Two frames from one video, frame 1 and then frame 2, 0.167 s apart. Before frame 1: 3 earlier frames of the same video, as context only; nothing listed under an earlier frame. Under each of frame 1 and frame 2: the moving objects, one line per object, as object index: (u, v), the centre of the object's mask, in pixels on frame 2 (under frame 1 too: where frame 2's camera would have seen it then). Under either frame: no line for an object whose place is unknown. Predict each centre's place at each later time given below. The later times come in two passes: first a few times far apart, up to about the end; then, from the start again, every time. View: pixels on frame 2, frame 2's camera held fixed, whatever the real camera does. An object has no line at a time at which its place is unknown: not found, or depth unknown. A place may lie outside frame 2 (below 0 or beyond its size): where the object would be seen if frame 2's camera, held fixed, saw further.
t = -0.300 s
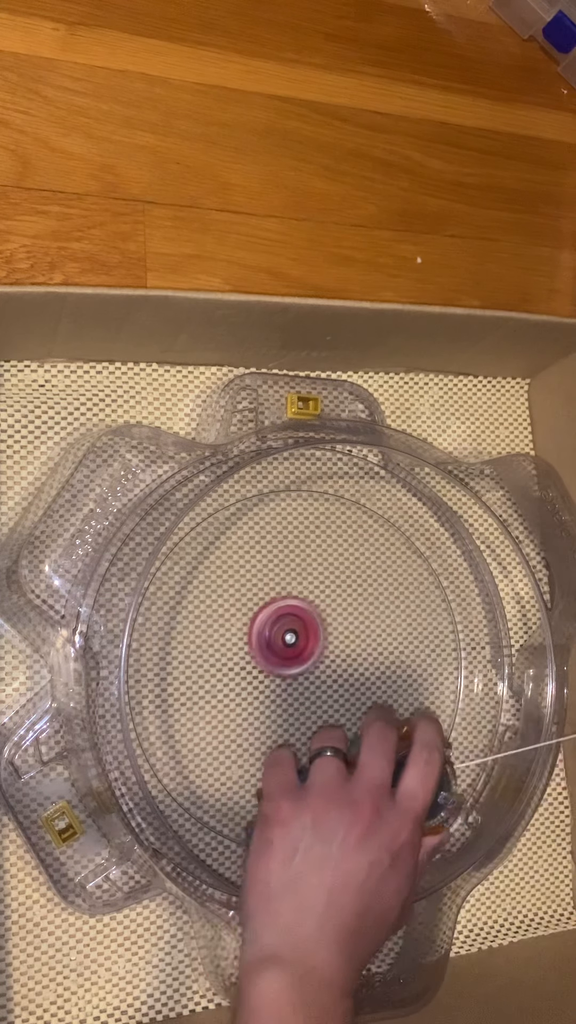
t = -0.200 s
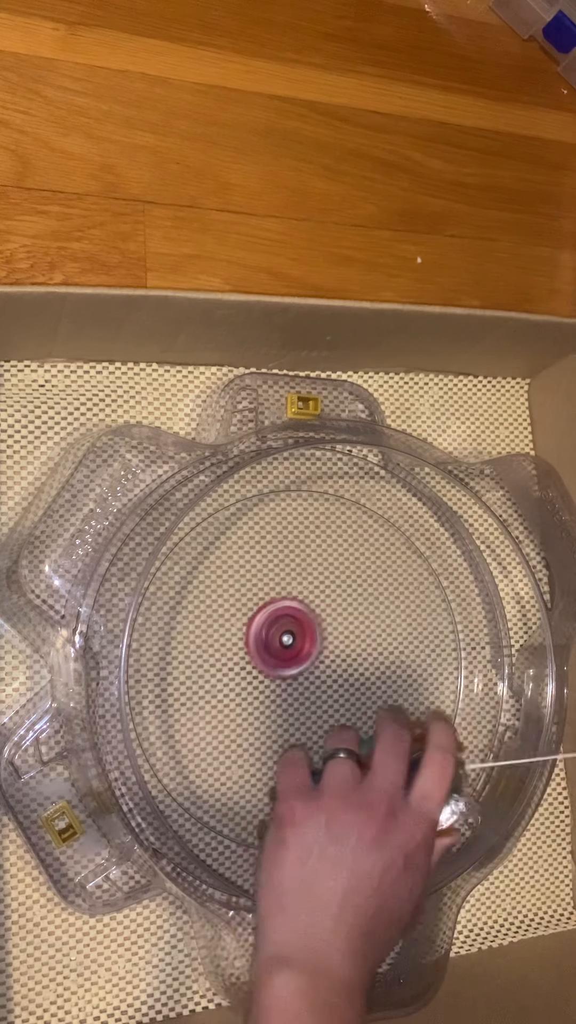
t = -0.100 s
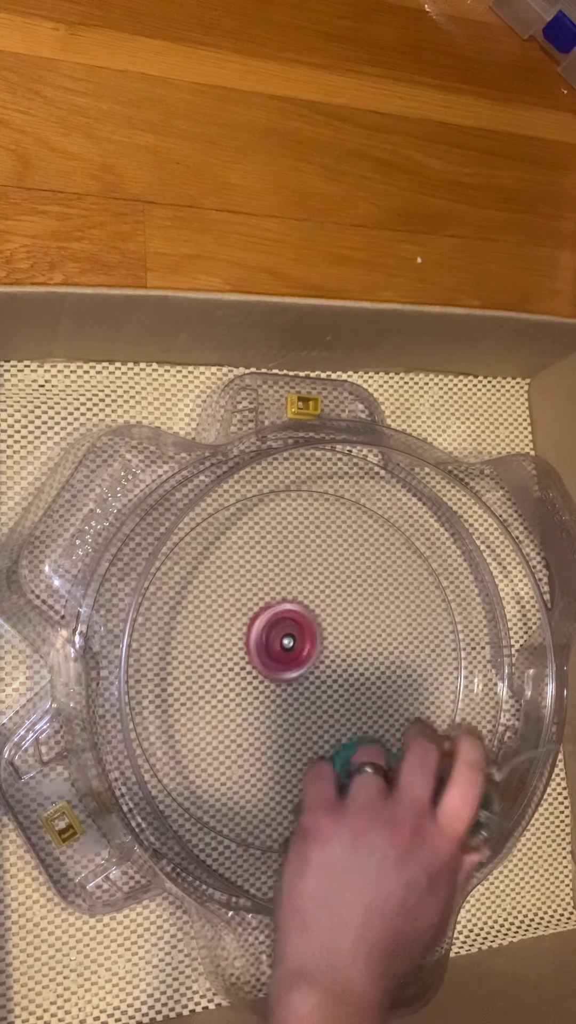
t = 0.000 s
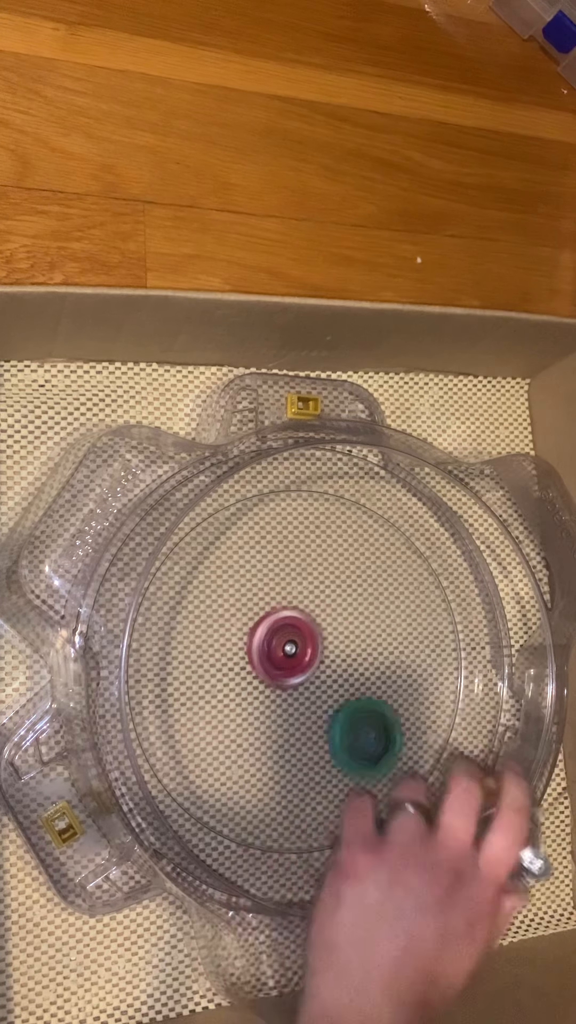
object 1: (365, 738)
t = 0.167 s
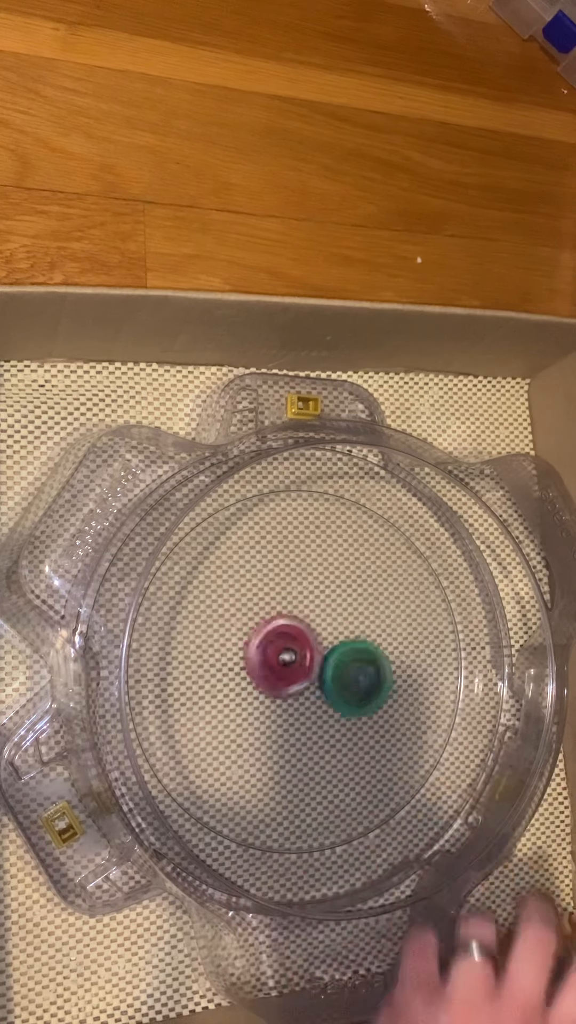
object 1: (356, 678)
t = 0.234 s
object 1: (372, 670)
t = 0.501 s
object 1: (364, 632)
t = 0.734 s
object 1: (345, 622)
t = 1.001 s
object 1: (333, 615)
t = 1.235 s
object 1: (321, 618)
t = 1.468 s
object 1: (315, 618)
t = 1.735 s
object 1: (308, 615)
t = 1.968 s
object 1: (304, 611)
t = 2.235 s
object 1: (301, 611)
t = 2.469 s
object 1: (300, 613)
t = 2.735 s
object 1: (300, 619)
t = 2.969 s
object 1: (300, 623)
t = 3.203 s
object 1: (300, 623)
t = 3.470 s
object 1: (301, 623)
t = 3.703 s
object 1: (302, 622)
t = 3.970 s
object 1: (303, 622)
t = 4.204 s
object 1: (303, 622)
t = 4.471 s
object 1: (303, 623)
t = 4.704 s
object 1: (302, 624)
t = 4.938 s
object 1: (302, 625)
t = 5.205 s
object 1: (302, 625)
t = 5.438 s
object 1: (304, 625)
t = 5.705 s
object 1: (305, 625)
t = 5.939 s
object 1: (306, 624)
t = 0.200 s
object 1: (365, 676)
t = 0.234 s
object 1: (372, 670)
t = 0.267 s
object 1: (376, 664)
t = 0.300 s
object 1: (377, 658)
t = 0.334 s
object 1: (376, 651)
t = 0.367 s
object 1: (374, 646)
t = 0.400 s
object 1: (372, 641)
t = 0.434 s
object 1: (369, 637)
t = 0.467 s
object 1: (367, 635)
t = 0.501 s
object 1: (364, 632)
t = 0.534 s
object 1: (361, 630)
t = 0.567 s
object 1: (358, 628)
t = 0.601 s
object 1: (356, 626)
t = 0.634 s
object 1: (353, 625)
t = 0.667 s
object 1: (350, 624)
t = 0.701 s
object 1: (347, 622)
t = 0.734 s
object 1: (345, 622)
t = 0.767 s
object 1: (343, 620)
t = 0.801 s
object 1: (341, 619)
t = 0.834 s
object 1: (340, 617)
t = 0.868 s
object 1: (339, 617)
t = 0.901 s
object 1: (338, 616)
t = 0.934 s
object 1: (336, 615)
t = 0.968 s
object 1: (335, 615)
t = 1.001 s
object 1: (333, 615)
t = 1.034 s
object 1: (331, 615)
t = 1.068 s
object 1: (329, 615)
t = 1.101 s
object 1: (328, 615)
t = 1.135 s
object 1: (326, 616)
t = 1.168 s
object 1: (325, 616)
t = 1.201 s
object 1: (323, 617)
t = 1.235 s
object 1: (321, 618)
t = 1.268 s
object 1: (320, 619)
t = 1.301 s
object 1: (318, 619)
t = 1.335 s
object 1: (317, 620)
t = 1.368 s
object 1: (317, 618)
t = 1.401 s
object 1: (316, 618)
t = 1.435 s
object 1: (316, 618)
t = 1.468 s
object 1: (315, 618)
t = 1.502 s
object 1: (314, 618)
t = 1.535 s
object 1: (313, 617)
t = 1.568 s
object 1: (312, 616)
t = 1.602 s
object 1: (312, 615)
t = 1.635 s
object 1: (311, 615)
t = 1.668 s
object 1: (310, 615)
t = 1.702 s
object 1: (309, 615)
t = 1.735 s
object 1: (308, 615)
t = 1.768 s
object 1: (308, 614)
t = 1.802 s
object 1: (307, 613)
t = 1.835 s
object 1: (306, 613)
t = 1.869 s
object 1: (306, 612)
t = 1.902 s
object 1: (305, 612)
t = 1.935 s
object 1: (305, 612)
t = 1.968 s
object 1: (304, 611)
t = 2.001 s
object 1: (304, 610)
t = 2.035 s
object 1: (303, 610)
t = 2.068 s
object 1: (303, 610)
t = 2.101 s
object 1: (302, 610)
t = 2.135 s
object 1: (302, 611)
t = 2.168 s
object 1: (301, 611)
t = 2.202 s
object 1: (301, 611)
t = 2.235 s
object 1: (301, 611)
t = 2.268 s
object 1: (300, 612)
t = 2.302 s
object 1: (300, 612)
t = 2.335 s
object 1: (300, 612)
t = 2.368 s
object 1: (300, 613)
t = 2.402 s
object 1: (300, 613)
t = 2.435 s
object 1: (300, 613)
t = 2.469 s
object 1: (300, 613)
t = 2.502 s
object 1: (299, 614)
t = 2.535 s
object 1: (299, 615)
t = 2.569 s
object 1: (299, 616)
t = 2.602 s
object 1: (299, 617)
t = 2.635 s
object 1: (299, 618)
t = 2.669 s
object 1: (300, 619)
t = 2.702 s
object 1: (300, 619)
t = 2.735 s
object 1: (300, 619)
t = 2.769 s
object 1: (300, 620)
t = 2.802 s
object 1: (300, 621)
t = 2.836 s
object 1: (300, 621)
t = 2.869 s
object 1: (300, 622)
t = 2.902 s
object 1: (300, 622)
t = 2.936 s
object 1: (300, 622)
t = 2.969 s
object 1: (300, 623)
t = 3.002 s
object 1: (301, 623)
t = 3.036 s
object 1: (301, 623)
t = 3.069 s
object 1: (300, 623)
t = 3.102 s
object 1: (300, 623)
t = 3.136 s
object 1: (300, 623)
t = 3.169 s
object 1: (300, 623)
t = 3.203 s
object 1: (300, 623)
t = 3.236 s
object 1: (300, 623)
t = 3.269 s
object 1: (300, 623)
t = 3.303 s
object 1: (301, 623)
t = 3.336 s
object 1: (301, 622)
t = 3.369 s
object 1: (301, 622)
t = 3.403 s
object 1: (301, 622)
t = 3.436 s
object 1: (301, 622)
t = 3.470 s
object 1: (301, 623)
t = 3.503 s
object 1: (301, 622)
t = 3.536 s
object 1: (301, 622)
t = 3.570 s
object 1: (301, 622)
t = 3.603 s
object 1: (302, 622)
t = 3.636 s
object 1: (302, 622)
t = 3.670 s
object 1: (302, 622)
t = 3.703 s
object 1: (302, 622)
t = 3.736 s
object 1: (302, 622)
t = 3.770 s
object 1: (302, 622)
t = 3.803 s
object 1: (302, 622)
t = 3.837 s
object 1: (302, 622)
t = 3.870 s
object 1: (302, 622)
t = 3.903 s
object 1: (303, 622)
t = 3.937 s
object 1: (303, 622)
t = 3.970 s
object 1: (303, 622)
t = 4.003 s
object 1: (303, 622)
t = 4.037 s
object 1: (303, 622)
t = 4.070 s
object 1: (303, 622)
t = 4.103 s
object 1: (303, 622)
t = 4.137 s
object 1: (303, 622)
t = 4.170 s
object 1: (303, 623)
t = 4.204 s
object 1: (303, 622)
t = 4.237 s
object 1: (303, 623)
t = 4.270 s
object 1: (303, 622)
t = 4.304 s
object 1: (303, 623)
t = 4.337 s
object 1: (303, 623)
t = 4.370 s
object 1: (303, 623)
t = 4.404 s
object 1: (303, 623)
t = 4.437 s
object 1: (303, 623)
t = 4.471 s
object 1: (303, 623)
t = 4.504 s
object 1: (303, 623)
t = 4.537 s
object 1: (303, 623)
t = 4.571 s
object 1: (302, 623)
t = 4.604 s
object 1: (302, 623)
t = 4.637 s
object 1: (302, 624)
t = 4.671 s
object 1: (302, 624)
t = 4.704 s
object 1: (302, 624)
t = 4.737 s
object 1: (302, 625)
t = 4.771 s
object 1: (302, 625)
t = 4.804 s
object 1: (302, 625)
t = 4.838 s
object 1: (302, 625)
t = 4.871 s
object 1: (302, 625)
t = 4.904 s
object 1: (302, 625)
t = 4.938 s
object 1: (302, 625)
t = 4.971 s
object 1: (302, 625)
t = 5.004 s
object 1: (302, 625)
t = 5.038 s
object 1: (302, 625)
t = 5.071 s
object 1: (302, 625)
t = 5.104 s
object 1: (302, 625)
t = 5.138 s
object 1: (302, 625)
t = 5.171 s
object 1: (302, 625)
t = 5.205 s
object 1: (302, 625)
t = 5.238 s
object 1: (303, 625)
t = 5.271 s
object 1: (303, 625)
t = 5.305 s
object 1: (303, 625)
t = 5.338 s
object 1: (303, 625)
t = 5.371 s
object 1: (303, 625)
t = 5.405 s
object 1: (303, 625)
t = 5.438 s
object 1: (304, 625)
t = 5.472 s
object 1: (304, 625)
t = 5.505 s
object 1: (304, 625)
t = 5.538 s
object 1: (304, 625)
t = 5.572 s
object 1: (304, 625)
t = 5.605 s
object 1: (304, 625)
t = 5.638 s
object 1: (305, 625)
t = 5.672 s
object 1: (305, 625)
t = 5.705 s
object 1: (305, 625)
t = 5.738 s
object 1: (305, 625)
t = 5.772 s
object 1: (306, 625)
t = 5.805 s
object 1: (306, 625)
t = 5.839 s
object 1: (306, 624)
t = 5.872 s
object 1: (306, 624)
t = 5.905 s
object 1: (306, 624)
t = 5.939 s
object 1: (306, 624)
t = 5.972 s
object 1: (306, 624)
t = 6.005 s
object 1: (306, 625)
